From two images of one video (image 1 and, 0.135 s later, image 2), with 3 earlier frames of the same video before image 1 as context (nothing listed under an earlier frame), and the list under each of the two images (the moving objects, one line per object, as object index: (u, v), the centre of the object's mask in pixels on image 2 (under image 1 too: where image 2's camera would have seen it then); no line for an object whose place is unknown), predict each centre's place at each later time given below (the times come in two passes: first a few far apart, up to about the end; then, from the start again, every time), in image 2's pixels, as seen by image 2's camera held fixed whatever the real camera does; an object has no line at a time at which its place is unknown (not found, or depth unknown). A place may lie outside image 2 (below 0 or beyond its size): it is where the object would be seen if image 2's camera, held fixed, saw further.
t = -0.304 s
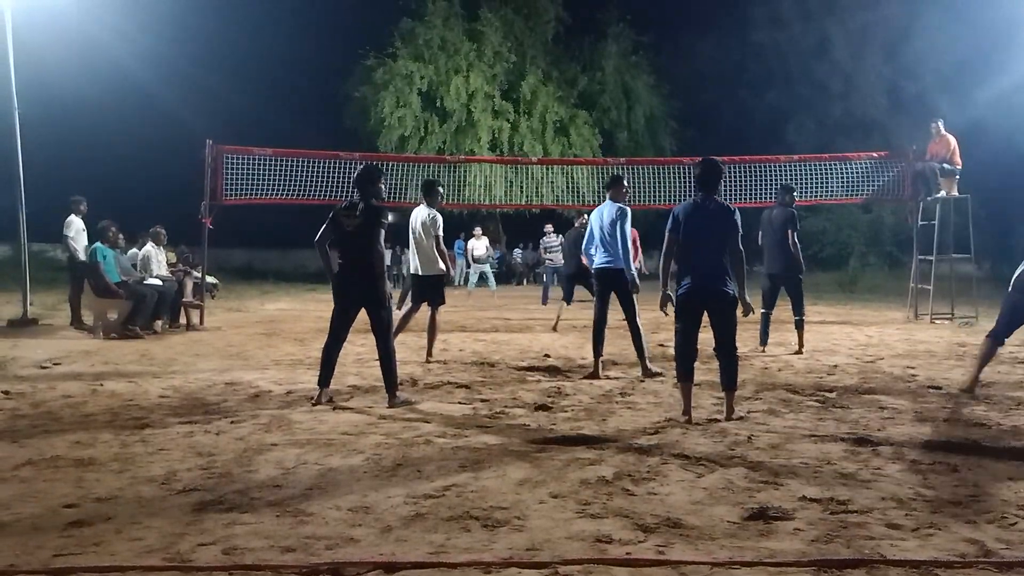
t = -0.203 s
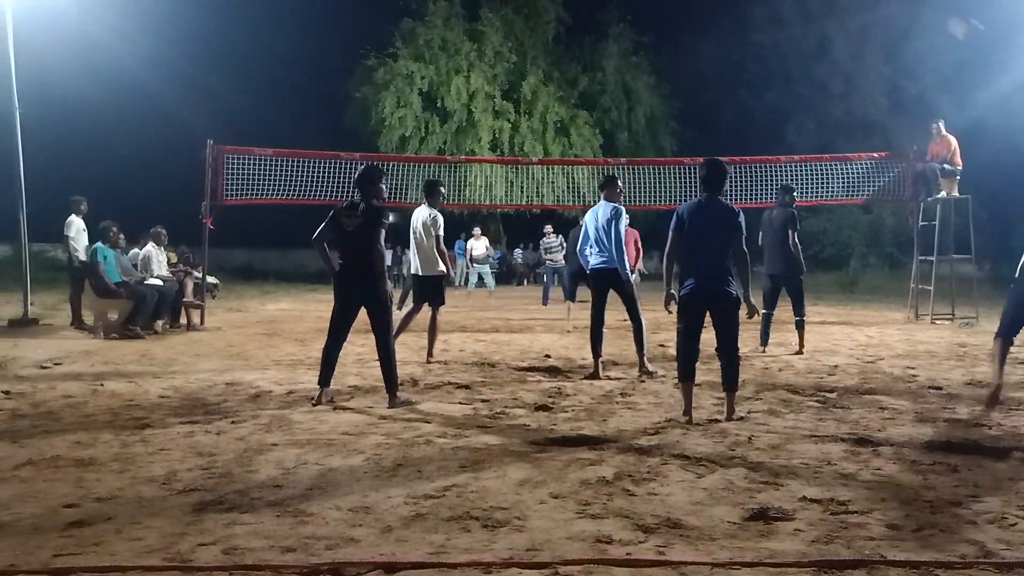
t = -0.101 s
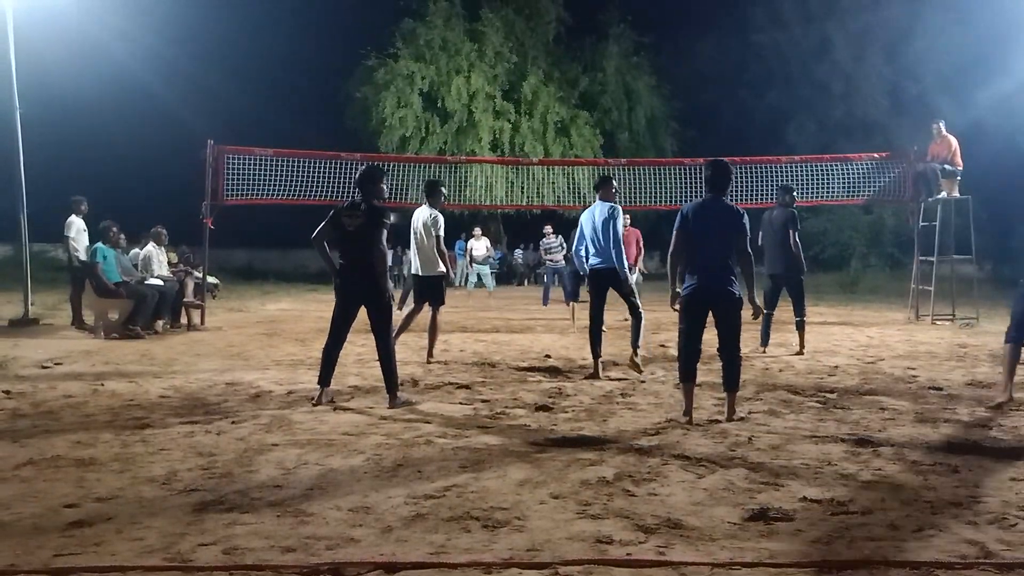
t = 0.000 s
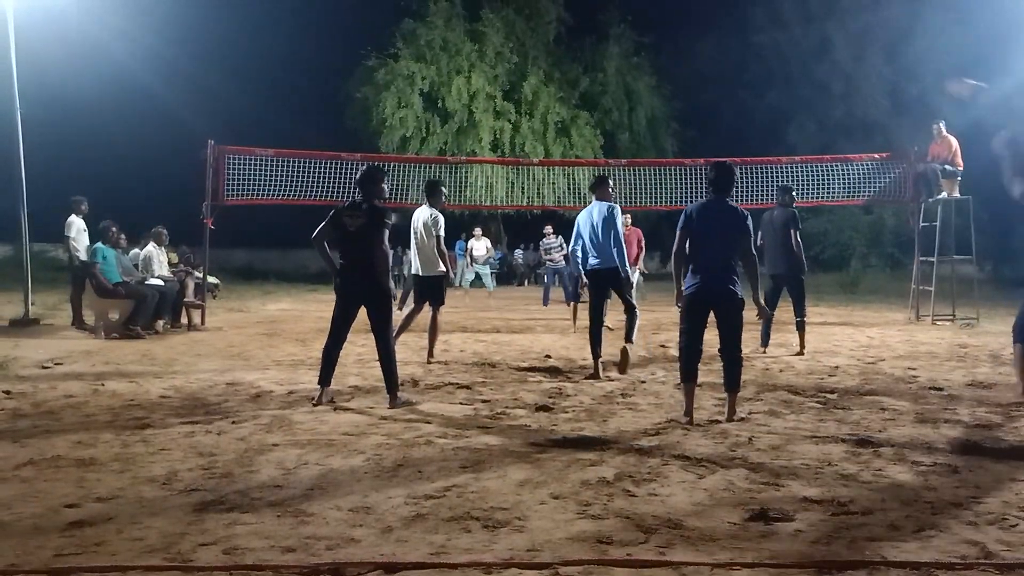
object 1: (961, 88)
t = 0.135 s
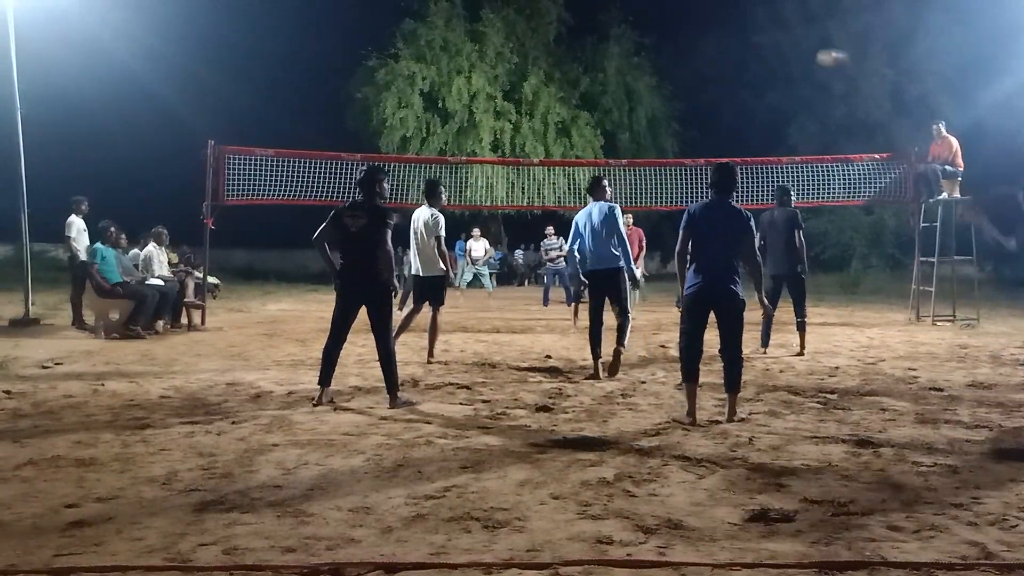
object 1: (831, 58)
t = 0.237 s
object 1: (762, 55)
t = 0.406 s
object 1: (682, 73)
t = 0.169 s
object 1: (806, 55)
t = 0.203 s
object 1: (782, 55)
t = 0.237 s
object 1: (762, 55)
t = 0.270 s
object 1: (743, 57)
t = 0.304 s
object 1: (726, 60)
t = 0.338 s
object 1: (710, 63)
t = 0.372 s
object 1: (696, 67)
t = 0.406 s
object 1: (682, 73)
